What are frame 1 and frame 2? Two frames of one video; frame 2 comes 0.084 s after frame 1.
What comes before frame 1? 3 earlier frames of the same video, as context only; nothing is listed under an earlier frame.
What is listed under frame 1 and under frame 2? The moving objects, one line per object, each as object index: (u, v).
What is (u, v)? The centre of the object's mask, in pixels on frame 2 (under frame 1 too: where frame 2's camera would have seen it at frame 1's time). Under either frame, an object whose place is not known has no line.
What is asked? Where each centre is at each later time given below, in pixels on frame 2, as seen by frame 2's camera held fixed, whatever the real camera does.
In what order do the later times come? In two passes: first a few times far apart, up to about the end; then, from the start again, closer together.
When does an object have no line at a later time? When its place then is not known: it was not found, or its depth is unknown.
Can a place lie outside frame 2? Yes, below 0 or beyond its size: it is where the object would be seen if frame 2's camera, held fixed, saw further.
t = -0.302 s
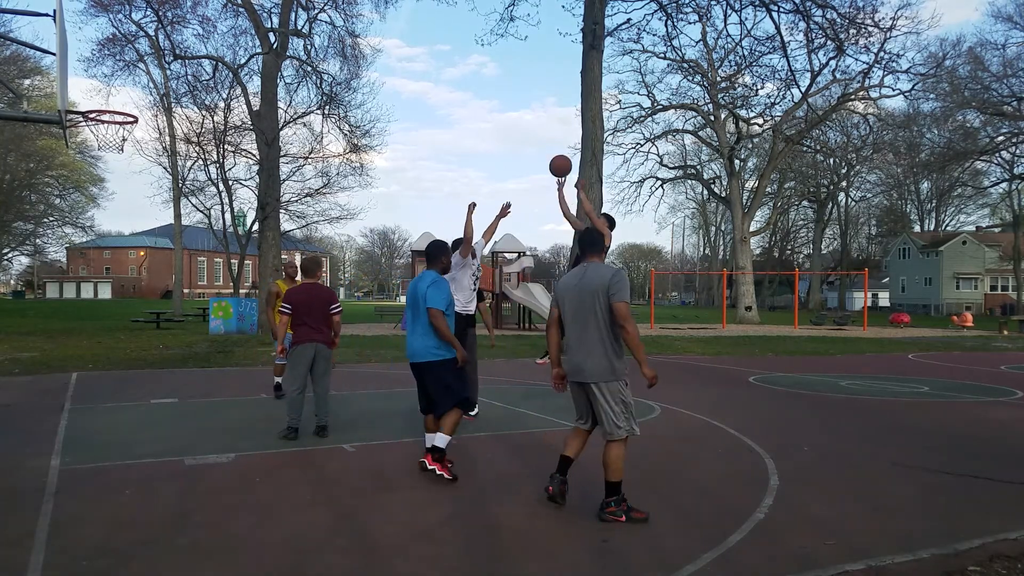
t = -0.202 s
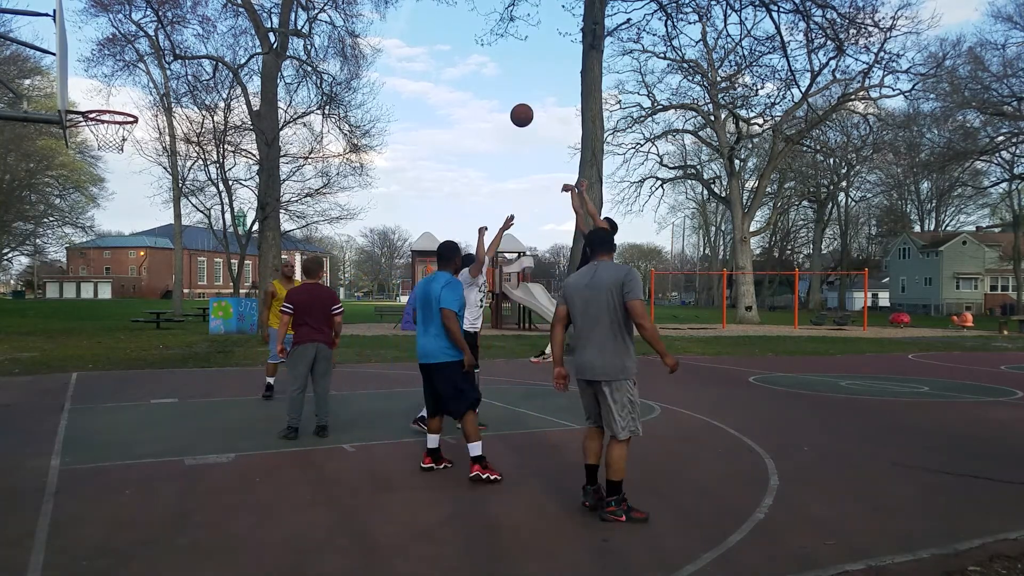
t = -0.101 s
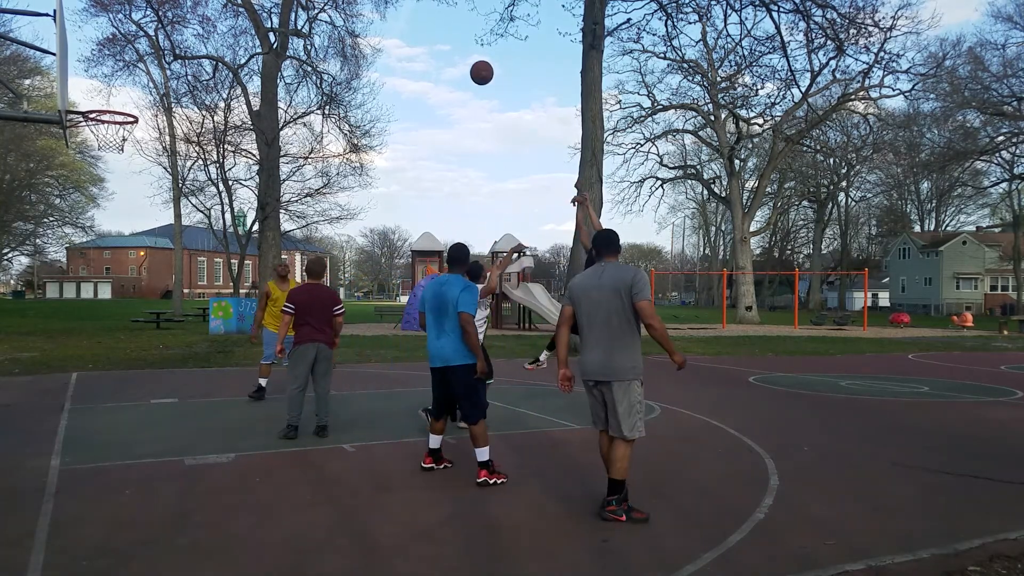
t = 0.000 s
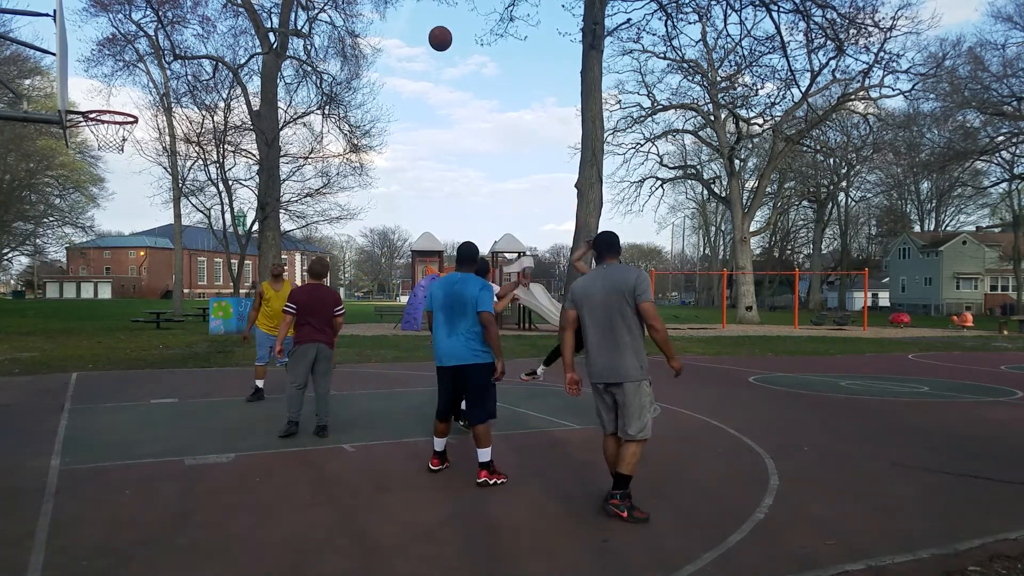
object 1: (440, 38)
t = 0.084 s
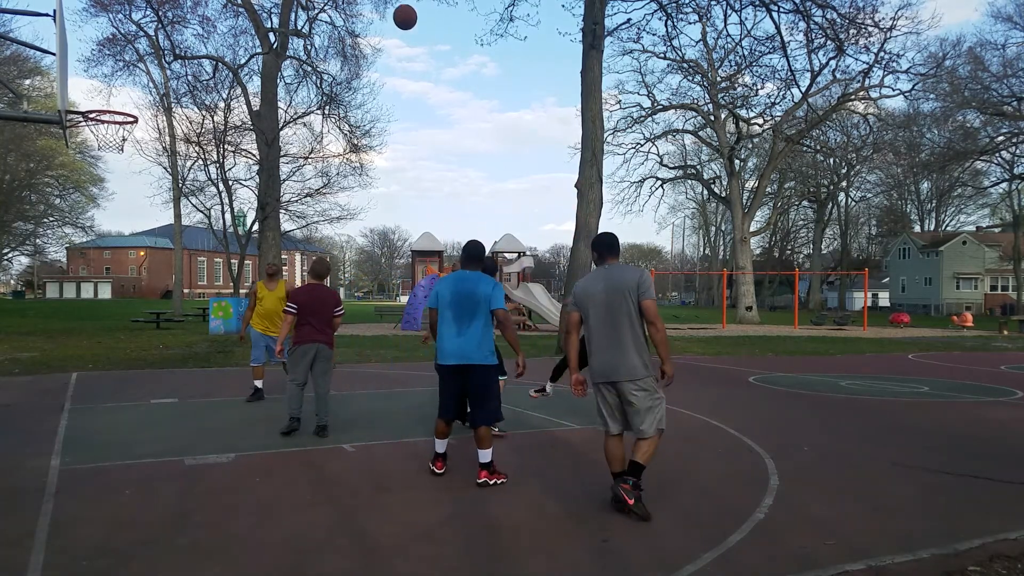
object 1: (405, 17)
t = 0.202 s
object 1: (355, 5)
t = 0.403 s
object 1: (275, 4)
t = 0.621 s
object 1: (170, 46)
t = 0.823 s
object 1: (101, 126)
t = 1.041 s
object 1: (118, 142)
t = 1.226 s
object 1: (124, 178)
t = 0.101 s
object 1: (398, 13)
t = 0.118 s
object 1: (391, 11)
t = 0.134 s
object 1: (384, 9)
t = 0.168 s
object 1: (370, 7)
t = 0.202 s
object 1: (355, 5)
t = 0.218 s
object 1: (348, 4)
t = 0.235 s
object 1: (341, 4)
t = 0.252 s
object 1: (334, 3)
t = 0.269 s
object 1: (327, 3)
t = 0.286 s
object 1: (319, 3)
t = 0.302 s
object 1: (313, 3)
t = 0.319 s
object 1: (305, 4)
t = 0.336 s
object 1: (299, 4)
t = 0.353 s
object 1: (290, 3)
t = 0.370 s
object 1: (283, 4)
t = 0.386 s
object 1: (275, 4)
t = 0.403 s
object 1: (275, 4)
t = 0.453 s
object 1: (245, 8)
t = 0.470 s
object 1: (238, 9)
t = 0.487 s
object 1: (231, 12)
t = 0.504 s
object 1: (223, 14)
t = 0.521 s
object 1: (215, 18)
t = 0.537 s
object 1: (208, 22)
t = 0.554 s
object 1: (201, 26)
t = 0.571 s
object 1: (192, 31)
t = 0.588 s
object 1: (185, 36)
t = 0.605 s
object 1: (178, 40)
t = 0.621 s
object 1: (170, 46)
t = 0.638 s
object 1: (163, 52)
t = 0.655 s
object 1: (155, 58)
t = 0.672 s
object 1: (147, 64)
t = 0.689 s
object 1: (140, 71)
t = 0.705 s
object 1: (132, 77)
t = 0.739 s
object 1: (117, 93)
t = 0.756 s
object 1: (109, 100)
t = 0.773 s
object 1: (102, 109)
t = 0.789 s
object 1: (100, 114)
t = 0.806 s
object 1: (100, 120)
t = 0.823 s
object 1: (101, 126)
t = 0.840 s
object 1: (102, 132)
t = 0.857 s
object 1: (103, 136)
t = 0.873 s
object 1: (105, 137)
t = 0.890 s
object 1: (108, 137)
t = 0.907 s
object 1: (110, 137)
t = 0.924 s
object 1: (111, 137)
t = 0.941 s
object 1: (112, 138)
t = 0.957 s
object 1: (114, 139)
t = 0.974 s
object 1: (115, 139)
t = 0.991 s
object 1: (115, 140)
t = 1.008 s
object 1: (116, 140)
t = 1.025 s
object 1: (117, 141)
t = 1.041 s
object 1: (118, 142)
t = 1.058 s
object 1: (119, 145)
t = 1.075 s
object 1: (119, 147)
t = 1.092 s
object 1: (120, 150)
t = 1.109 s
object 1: (120, 152)
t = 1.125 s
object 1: (121, 155)
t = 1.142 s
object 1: (121, 158)
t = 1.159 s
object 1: (122, 162)
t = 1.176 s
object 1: (122, 165)
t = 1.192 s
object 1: (123, 169)
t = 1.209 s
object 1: (124, 174)
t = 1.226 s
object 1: (124, 178)
